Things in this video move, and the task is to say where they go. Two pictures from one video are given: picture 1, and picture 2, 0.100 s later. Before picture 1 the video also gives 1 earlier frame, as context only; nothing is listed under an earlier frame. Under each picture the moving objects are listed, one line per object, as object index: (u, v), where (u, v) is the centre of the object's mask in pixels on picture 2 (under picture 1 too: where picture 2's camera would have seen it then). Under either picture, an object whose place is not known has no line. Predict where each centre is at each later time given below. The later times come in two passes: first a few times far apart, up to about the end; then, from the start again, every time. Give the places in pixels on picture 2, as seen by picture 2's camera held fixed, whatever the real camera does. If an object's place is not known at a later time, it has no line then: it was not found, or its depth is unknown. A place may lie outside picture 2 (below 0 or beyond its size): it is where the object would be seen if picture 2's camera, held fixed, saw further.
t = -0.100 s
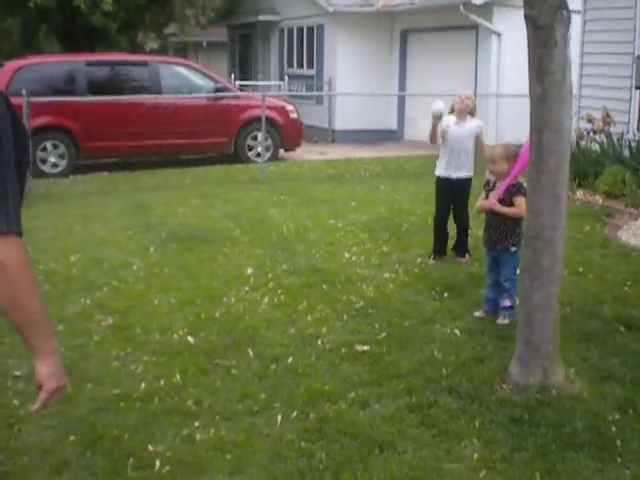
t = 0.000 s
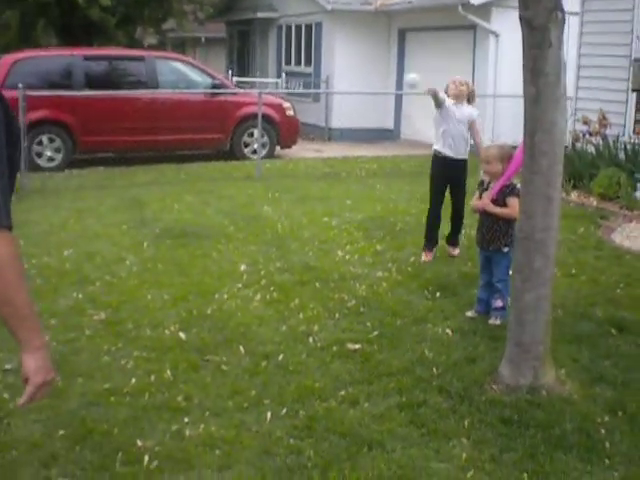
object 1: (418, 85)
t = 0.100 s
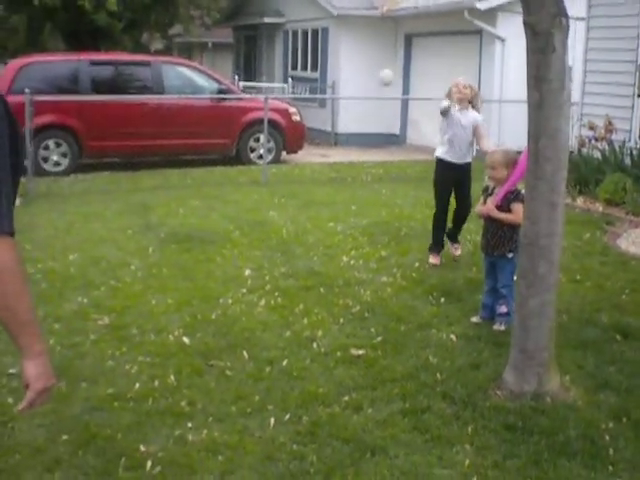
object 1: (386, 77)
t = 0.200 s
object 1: (347, 86)
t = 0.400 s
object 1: (248, 170)
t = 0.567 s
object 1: (149, 322)
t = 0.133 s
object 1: (373, 78)
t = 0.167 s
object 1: (360, 82)
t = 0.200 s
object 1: (347, 86)
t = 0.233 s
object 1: (331, 92)
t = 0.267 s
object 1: (316, 103)
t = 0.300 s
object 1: (300, 116)
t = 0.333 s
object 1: (284, 132)
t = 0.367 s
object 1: (266, 150)
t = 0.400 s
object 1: (248, 170)
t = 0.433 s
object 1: (230, 193)
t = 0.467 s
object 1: (211, 220)
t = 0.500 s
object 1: (190, 250)
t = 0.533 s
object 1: (170, 284)
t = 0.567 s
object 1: (149, 322)
